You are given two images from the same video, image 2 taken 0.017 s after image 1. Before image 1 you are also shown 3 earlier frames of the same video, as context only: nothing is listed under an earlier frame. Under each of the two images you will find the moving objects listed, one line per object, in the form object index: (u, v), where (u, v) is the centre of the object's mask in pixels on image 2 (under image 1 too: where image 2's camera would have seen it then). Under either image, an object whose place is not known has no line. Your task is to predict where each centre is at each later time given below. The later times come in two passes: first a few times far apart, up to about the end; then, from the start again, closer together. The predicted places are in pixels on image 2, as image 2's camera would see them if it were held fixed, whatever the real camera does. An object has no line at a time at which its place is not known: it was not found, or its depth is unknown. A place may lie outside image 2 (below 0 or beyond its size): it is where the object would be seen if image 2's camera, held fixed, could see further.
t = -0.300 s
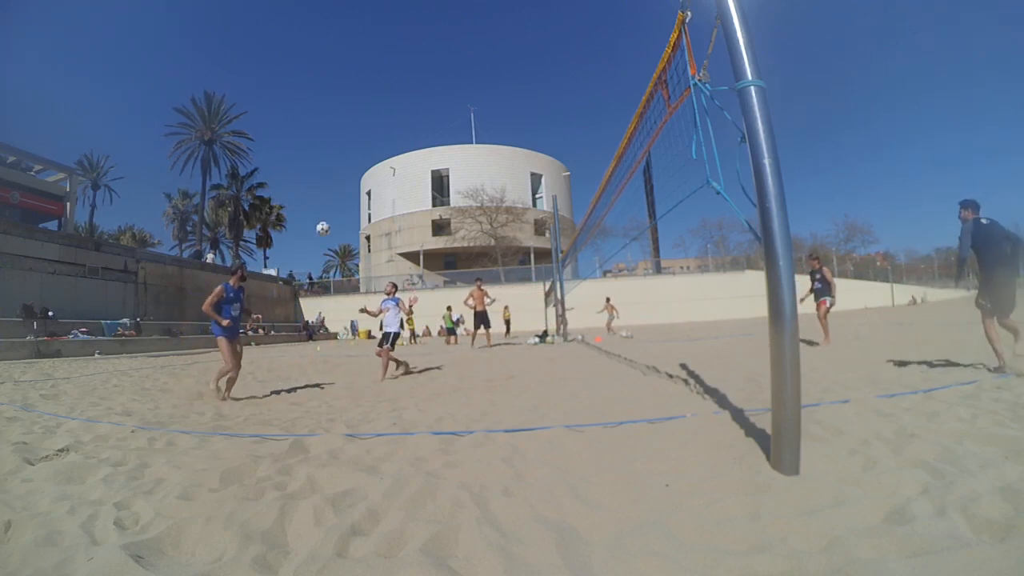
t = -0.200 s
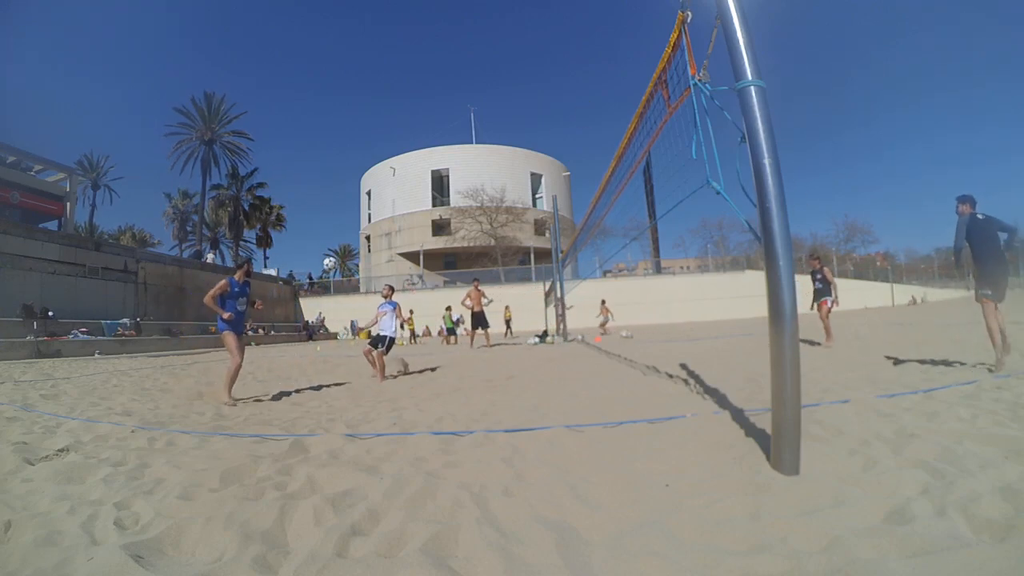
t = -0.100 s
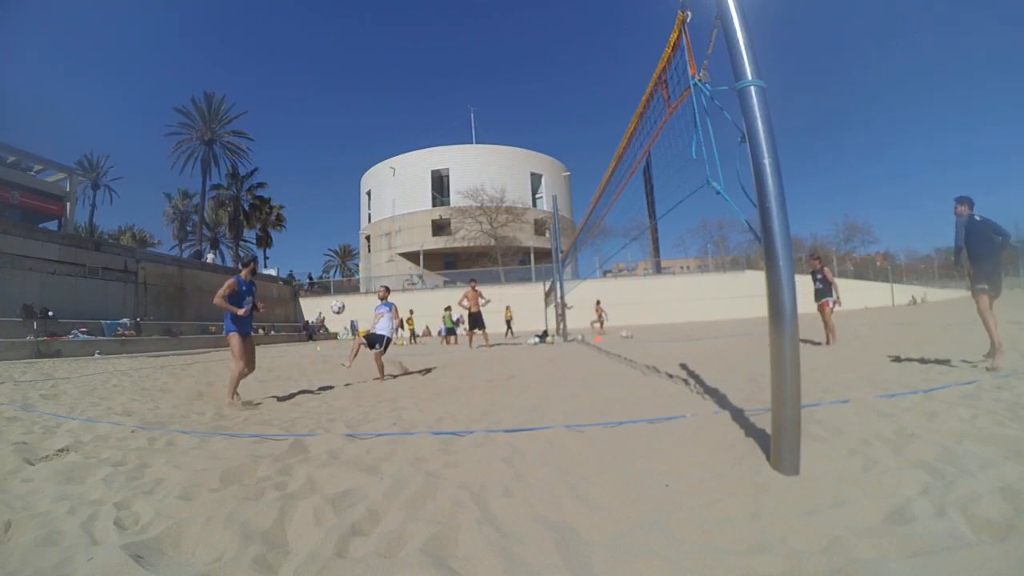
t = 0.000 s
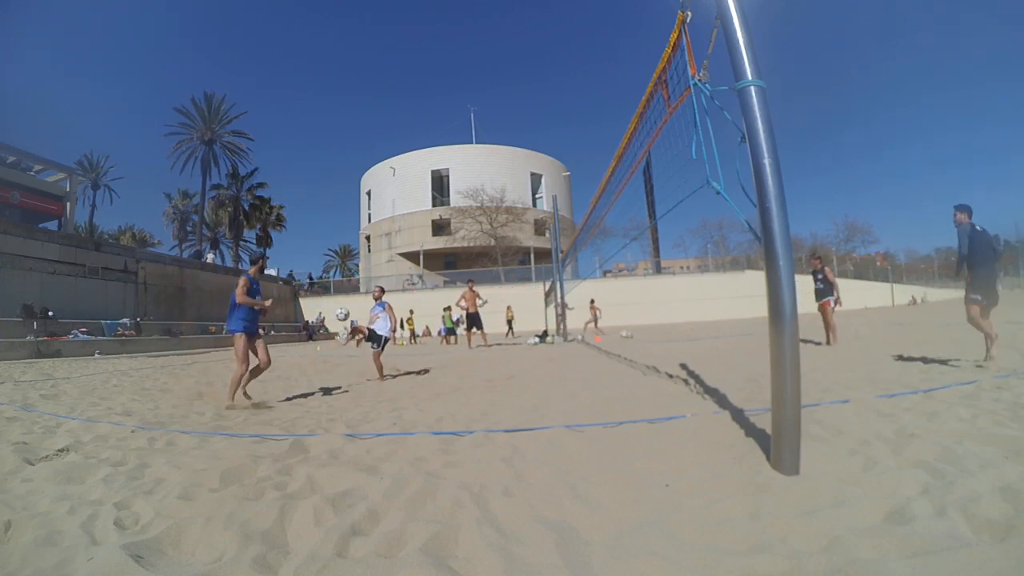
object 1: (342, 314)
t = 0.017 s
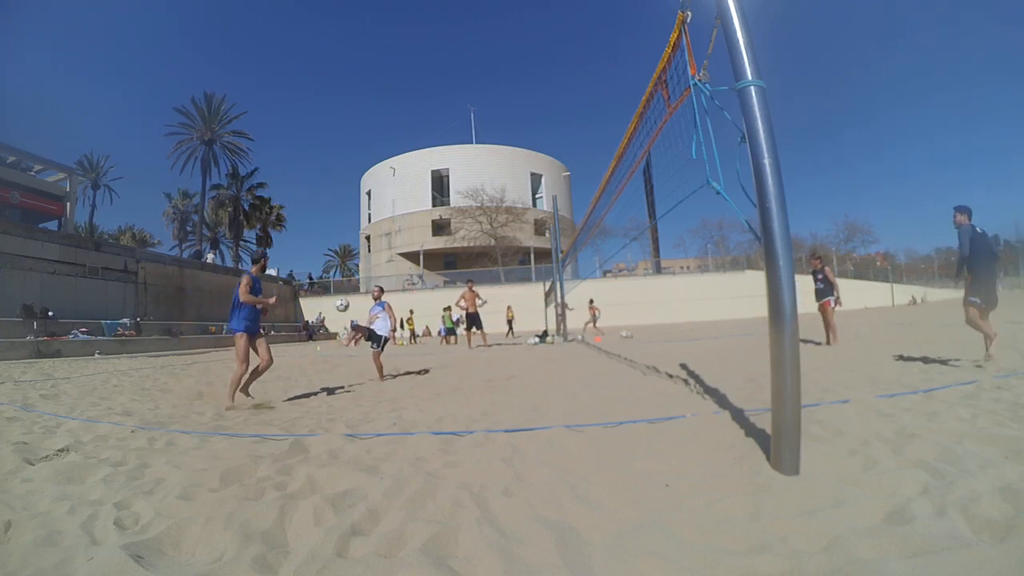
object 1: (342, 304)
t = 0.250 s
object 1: (344, 188)
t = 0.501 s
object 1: (353, 96)
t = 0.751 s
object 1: (363, 41)
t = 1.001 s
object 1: (373, 21)
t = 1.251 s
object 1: (383, 42)
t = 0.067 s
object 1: (341, 276)
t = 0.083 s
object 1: (341, 268)
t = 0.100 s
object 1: (341, 259)
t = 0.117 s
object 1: (342, 251)
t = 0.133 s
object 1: (341, 242)
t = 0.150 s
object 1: (342, 235)
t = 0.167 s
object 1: (342, 226)
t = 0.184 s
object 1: (343, 218)
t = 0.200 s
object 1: (343, 210)
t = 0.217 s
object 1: (343, 203)
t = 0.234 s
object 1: (344, 195)
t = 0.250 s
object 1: (344, 188)
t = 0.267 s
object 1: (345, 180)
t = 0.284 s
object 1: (345, 173)
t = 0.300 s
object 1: (345, 166)
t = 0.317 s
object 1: (346, 160)
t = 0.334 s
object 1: (347, 153)
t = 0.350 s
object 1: (347, 147)
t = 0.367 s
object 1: (348, 140)
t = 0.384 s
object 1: (348, 134)
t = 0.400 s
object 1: (349, 128)
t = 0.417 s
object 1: (349, 123)
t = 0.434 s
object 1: (350, 117)
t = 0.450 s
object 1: (351, 112)
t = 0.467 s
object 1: (352, 106)
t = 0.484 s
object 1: (352, 101)
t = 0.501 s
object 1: (353, 96)
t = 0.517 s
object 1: (354, 92)
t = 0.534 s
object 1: (354, 87)
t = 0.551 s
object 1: (355, 82)
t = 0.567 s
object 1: (356, 79)
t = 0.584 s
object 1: (357, 74)
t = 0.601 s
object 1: (357, 70)
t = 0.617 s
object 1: (358, 67)
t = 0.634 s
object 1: (358, 63)
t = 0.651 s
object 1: (359, 59)
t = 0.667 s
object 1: (360, 56)
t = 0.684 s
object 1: (361, 53)
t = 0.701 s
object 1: (361, 49)
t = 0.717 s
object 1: (362, 47)
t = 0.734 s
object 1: (363, 44)
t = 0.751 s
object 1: (363, 41)
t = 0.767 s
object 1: (364, 39)
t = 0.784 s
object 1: (365, 37)
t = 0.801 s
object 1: (365, 35)
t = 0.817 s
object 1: (366, 32)
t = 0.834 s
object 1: (367, 30)
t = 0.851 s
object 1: (367, 29)
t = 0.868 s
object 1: (368, 28)
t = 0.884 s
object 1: (369, 26)
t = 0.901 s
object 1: (369, 25)
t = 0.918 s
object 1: (370, 24)
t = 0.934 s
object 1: (371, 23)
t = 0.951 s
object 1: (371, 22)
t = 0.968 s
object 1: (372, 22)
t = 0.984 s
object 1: (373, 21)
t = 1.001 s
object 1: (373, 21)
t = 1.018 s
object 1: (374, 21)
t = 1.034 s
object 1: (375, 21)
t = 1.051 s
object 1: (375, 22)
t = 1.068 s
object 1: (376, 22)
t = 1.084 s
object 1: (377, 23)
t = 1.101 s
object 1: (377, 24)
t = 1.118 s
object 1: (378, 25)
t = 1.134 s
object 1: (379, 26)
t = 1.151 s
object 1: (379, 28)
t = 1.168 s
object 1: (380, 29)
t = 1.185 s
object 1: (380, 31)
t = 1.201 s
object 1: (381, 34)
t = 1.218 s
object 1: (382, 36)
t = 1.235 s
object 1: (383, 39)
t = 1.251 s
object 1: (383, 42)
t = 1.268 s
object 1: (384, 45)
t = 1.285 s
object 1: (385, 49)
